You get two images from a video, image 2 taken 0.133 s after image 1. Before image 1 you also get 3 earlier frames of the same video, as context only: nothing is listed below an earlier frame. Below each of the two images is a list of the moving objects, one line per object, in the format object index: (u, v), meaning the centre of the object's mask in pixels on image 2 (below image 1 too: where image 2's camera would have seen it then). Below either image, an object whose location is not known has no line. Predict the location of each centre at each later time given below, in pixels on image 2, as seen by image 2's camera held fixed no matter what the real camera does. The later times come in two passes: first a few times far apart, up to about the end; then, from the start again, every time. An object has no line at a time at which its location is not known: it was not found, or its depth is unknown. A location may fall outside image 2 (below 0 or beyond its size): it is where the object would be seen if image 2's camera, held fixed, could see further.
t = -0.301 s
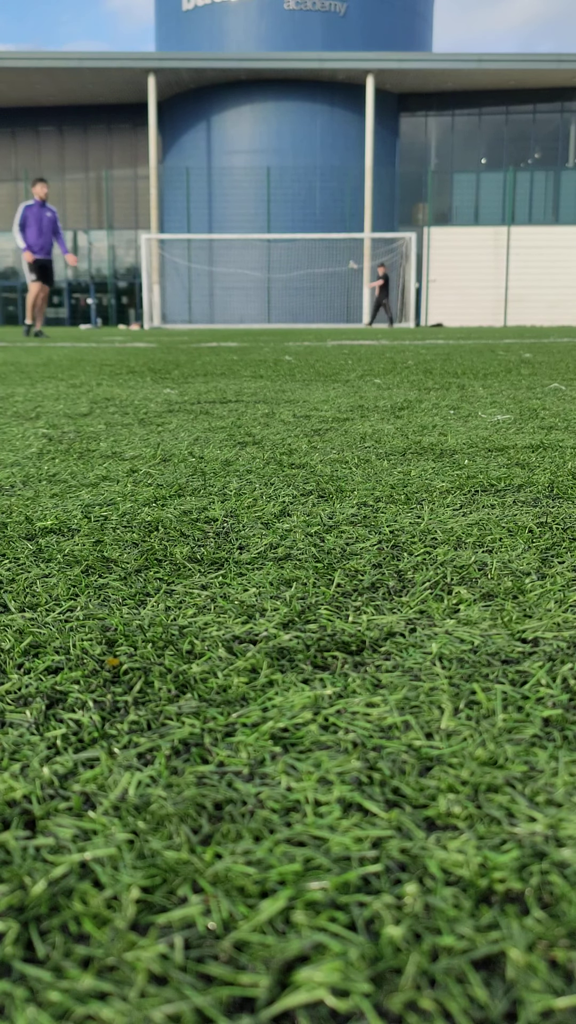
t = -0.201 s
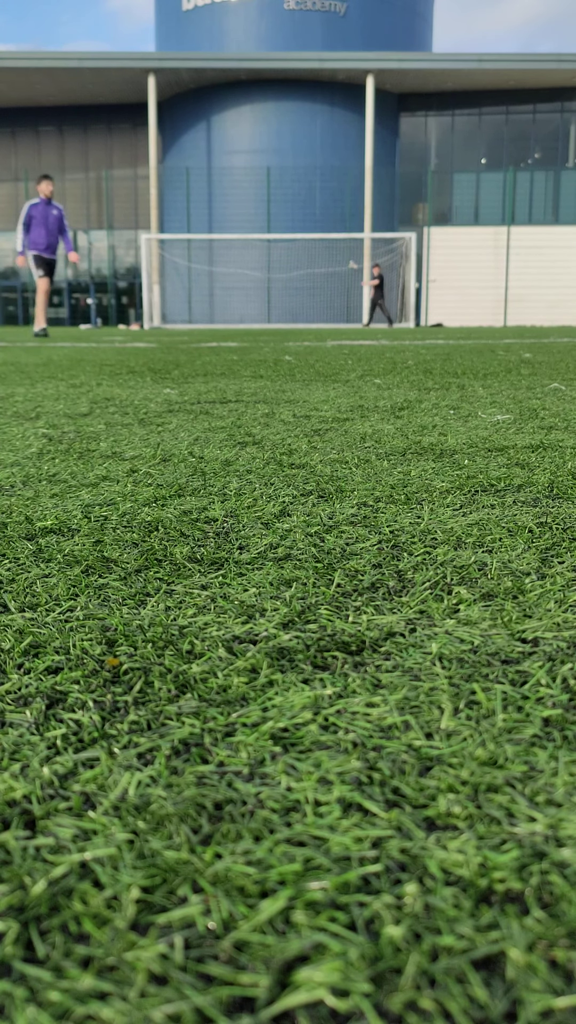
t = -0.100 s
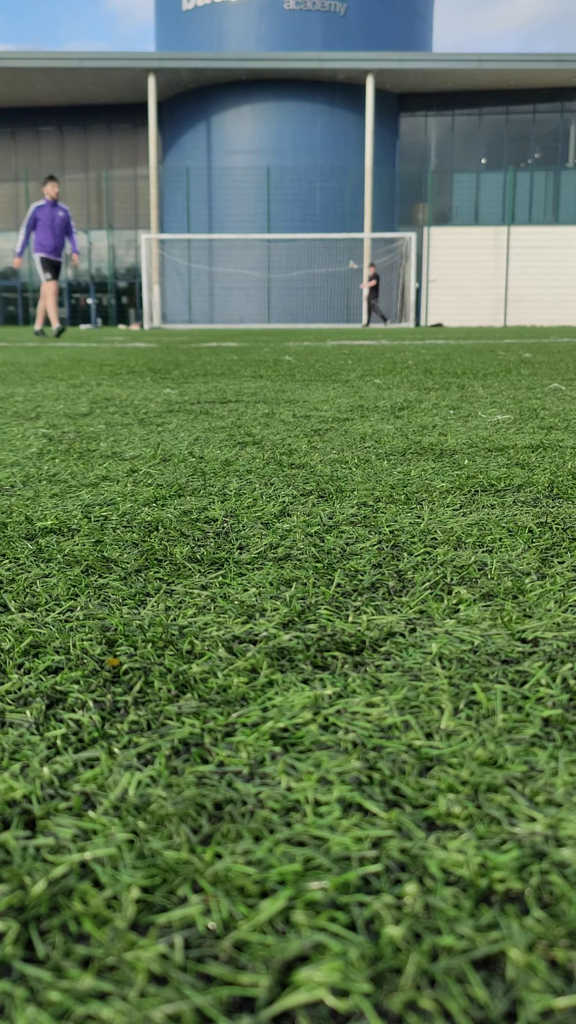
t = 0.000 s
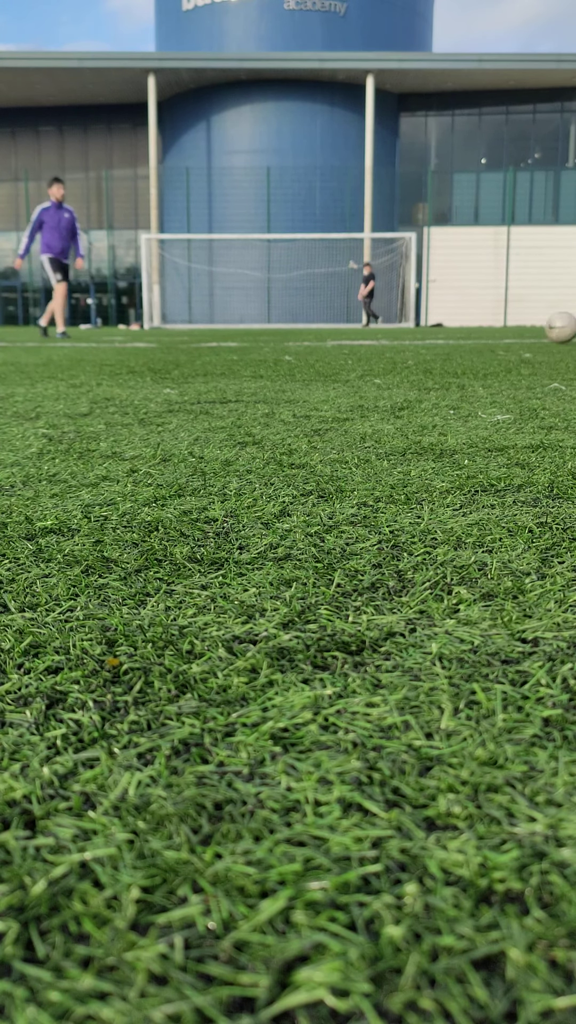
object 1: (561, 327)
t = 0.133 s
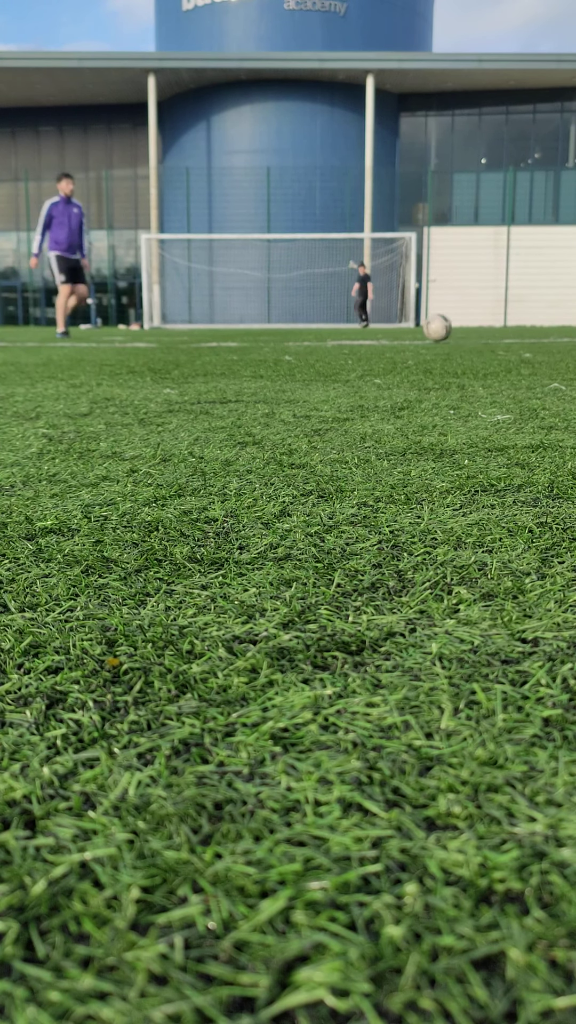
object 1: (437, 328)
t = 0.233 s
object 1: (367, 329)
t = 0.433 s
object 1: (267, 330)
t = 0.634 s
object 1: (191, 330)
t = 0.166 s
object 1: (412, 328)
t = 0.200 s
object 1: (388, 329)
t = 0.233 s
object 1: (367, 329)
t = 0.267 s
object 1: (348, 329)
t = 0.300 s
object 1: (330, 329)
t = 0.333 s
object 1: (312, 329)
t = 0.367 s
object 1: (296, 329)
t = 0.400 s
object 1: (281, 329)
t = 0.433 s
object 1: (267, 330)
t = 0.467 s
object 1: (252, 329)
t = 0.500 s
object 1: (239, 327)
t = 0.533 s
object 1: (227, 326)
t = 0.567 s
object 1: (214, 328)
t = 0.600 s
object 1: (202, 330)
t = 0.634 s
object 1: (191, 330)
